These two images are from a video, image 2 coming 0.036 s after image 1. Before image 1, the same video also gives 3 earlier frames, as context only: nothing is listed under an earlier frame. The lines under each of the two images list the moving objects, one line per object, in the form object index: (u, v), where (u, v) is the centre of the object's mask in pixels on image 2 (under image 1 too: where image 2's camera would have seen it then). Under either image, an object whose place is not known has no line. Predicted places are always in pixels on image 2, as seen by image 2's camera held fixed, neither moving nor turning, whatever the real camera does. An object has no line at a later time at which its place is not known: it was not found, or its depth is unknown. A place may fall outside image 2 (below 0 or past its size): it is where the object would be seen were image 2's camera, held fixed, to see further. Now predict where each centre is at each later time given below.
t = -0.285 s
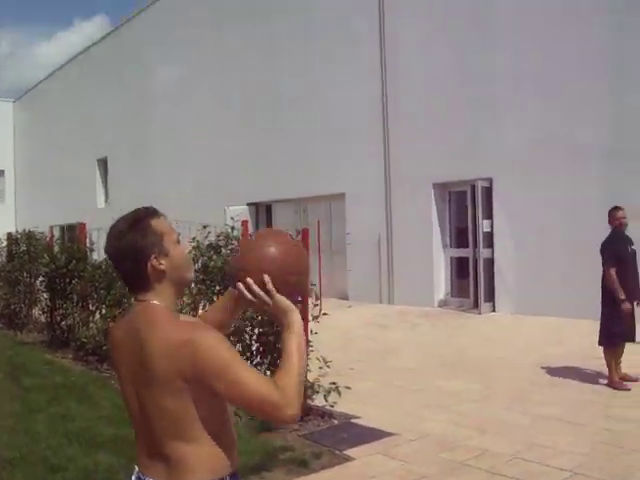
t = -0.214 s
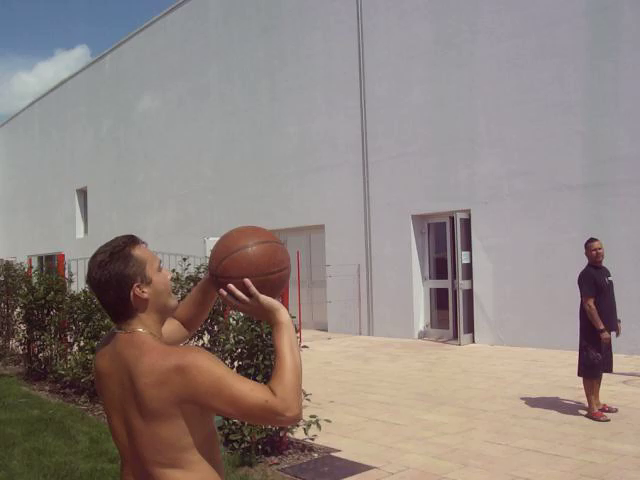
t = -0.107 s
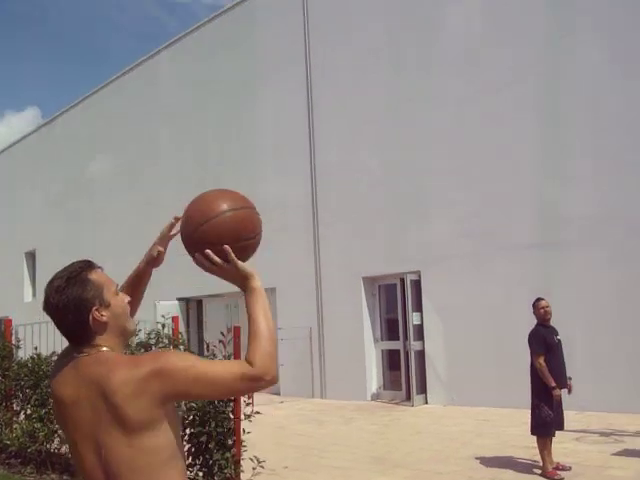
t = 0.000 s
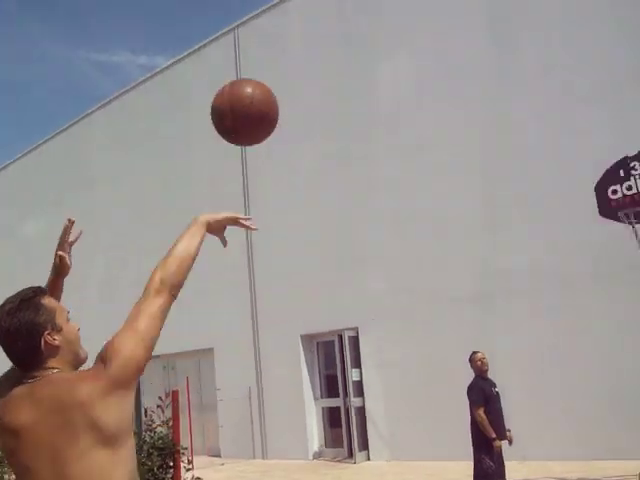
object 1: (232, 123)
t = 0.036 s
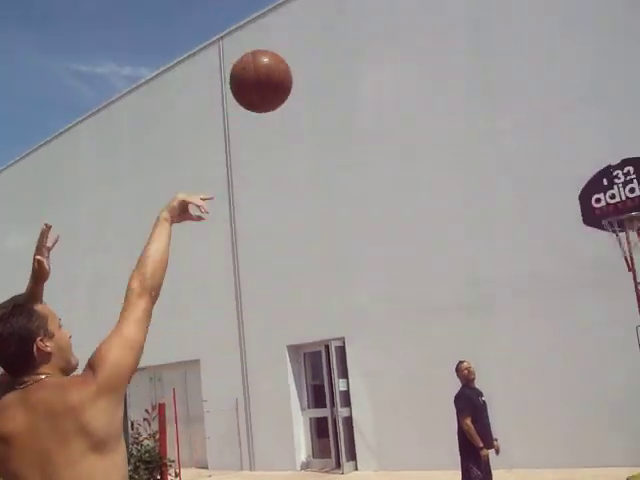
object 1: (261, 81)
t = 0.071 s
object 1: (285, 48)
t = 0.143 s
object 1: (330, 0)
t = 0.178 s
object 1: (350, -14)
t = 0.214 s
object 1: (369, -22)
